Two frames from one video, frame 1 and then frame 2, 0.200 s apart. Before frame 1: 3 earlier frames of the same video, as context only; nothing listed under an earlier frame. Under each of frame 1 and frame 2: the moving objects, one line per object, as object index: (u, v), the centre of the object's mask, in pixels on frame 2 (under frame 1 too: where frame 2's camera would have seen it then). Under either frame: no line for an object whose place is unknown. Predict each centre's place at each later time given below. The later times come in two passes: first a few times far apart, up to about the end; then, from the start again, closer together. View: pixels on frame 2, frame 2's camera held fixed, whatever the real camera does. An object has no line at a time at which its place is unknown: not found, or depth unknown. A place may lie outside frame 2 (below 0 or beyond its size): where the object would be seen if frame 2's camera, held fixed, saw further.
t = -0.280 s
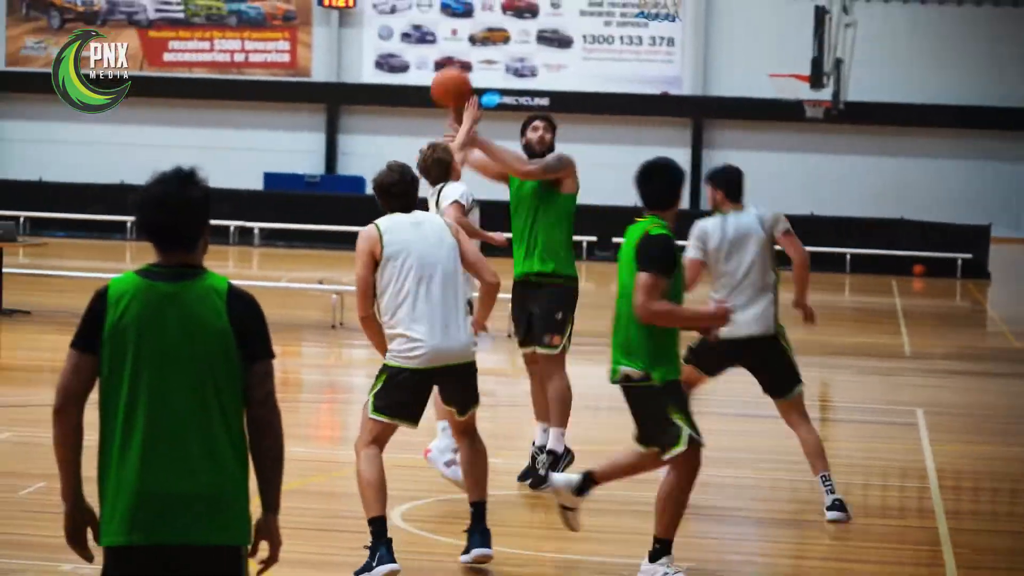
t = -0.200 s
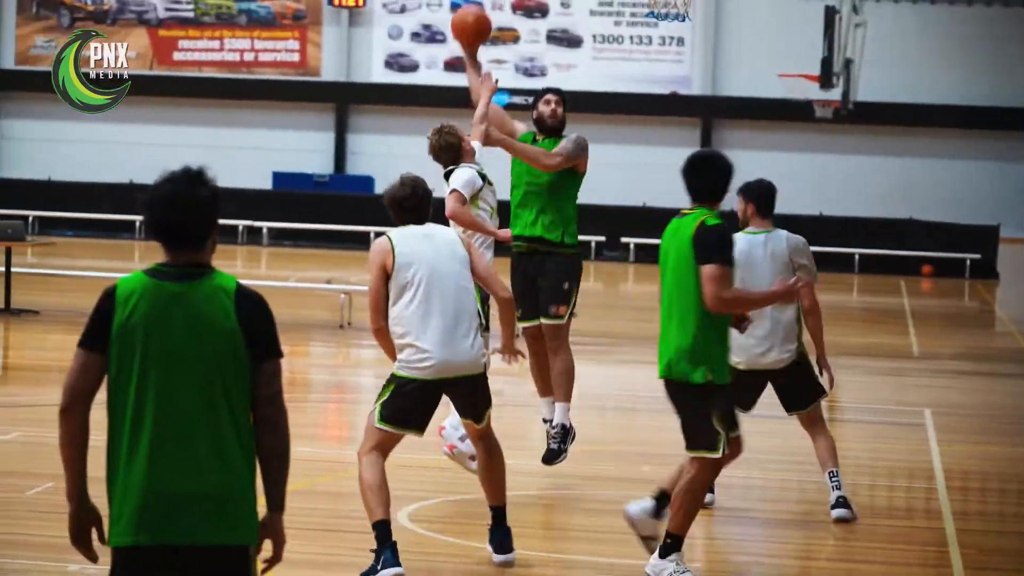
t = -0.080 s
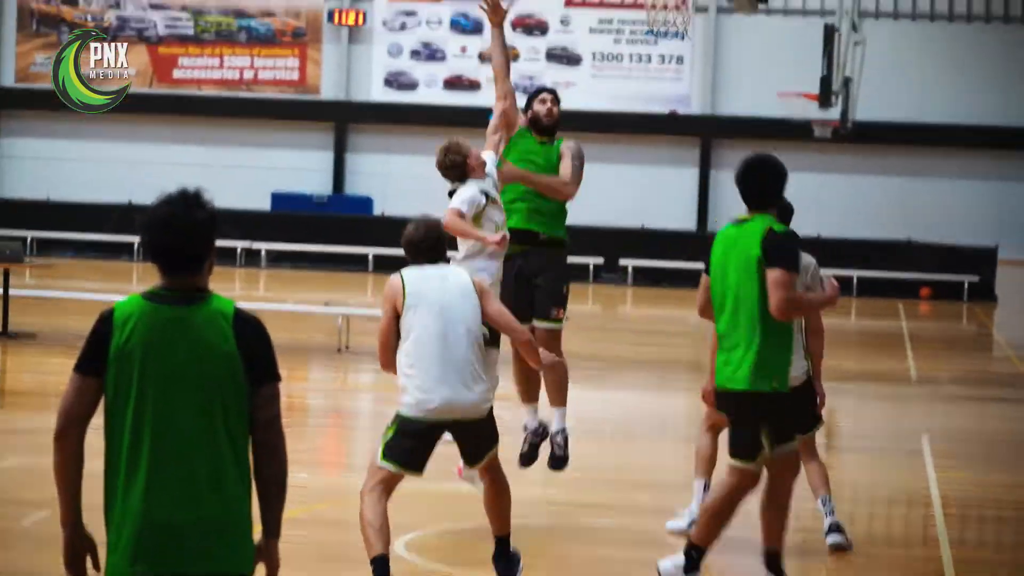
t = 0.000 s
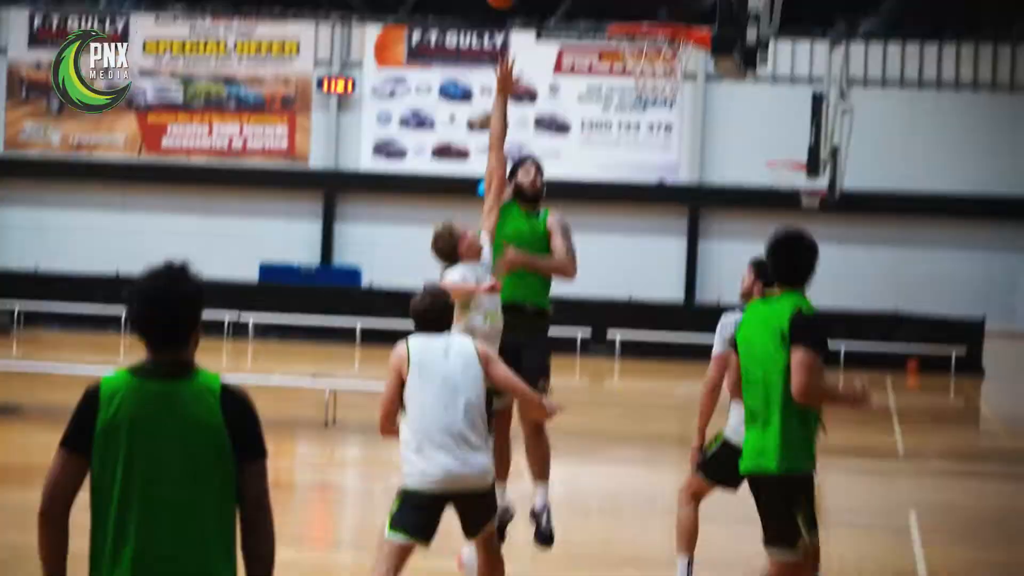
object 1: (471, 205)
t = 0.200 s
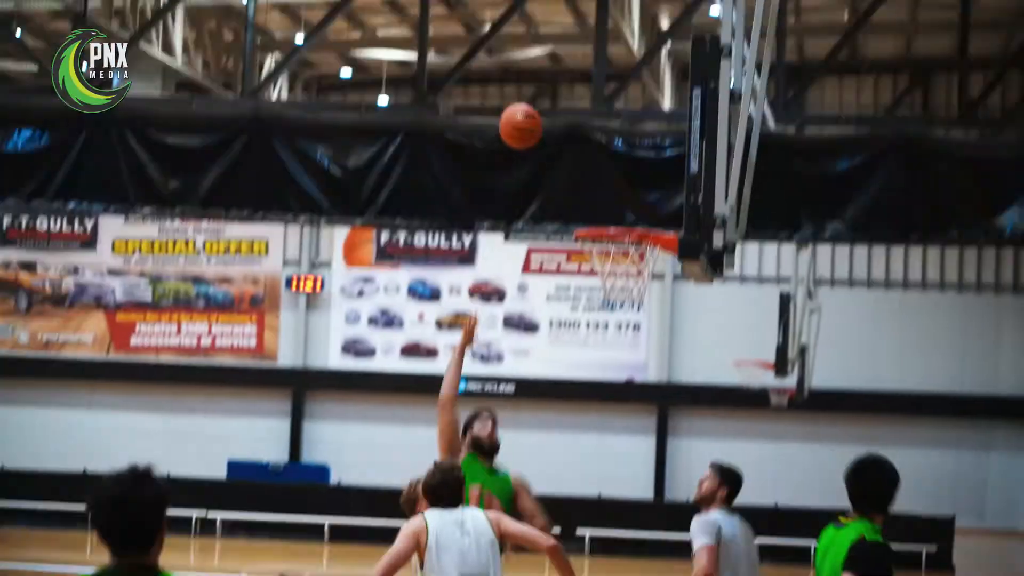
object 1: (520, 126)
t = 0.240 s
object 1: (530, 123)
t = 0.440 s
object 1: (579, 153)
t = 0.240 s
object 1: (530, 123)
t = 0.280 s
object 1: (540, 123)
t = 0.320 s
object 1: (549, 126)
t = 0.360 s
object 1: (560, 132)
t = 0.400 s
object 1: (569, 142)
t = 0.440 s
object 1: (579, 153)
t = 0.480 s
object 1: (589, 167)
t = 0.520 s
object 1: (599, 183)
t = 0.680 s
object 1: (630, 264)
